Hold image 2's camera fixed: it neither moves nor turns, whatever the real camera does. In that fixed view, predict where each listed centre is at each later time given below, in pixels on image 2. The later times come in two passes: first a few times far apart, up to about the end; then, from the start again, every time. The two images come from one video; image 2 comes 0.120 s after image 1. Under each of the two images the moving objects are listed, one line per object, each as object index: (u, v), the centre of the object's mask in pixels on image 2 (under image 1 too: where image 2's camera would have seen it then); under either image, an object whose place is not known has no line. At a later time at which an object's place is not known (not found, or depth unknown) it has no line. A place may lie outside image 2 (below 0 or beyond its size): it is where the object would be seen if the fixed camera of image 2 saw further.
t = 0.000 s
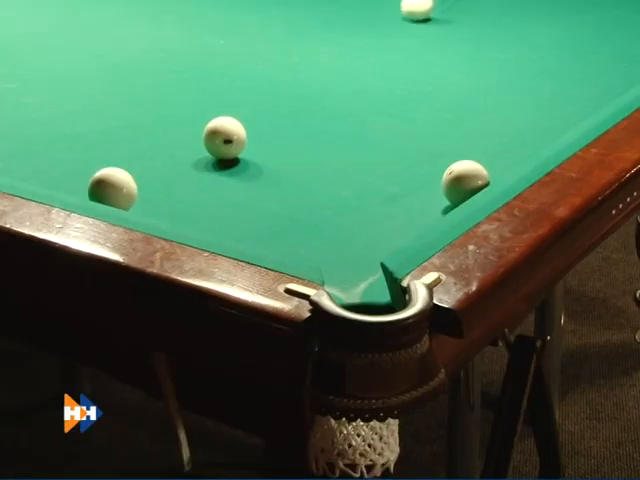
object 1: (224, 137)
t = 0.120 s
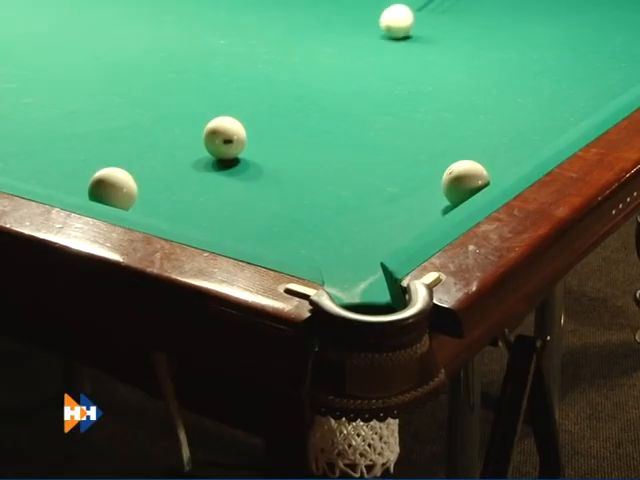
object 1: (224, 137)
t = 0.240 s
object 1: (224, 137)
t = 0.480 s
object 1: (224, 138)
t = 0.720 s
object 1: (221, 138)
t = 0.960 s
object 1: (125, 156)
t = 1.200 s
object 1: (35, 172)
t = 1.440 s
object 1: (58, 162)
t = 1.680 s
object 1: (77, 147)
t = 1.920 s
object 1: (93, 134)
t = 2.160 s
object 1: (108, 122)
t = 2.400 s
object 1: (122, 112)
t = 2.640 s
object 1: (134, 103)
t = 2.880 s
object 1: (145, 95)
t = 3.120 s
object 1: (155, 88)
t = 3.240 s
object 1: (160, 85)
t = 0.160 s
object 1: (224, 137)
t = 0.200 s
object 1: (224, 137)
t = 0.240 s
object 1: (224, 137)
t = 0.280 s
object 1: (224, 138)
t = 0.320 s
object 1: (224, 138)
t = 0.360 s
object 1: (224, 138)
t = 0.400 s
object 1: (224, 138)
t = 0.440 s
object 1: (224, 138)
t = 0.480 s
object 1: (224, 138)
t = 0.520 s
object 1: (224, 138)
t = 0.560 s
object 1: (224, 137)
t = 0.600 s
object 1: (224, 137)
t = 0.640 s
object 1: (224, 138)
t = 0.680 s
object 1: (224, 138)
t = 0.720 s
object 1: (221, 138)
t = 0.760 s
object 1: (202, 141)
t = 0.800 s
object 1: (184, 146)
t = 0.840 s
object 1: (169, 150)
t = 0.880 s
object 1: (154, 153)
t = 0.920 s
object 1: (139, 156)
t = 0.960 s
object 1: (125, 156)
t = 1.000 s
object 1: (107, 157)
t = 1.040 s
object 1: (90, 162)
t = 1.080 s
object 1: (76, 170)
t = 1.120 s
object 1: (61, 172)
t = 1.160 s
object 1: (47, 172)
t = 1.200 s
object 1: (35, 172)
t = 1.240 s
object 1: (40, 171)
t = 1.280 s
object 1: (44, 170)
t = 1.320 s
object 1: (47, 169)
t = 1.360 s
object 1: (51, 167)
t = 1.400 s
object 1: (54, 165)
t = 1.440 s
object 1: (58, 162)
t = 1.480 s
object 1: (61, 160)
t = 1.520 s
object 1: (64, 157)
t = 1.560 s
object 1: (68, 154)
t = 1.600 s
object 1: (71, 152)
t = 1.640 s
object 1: (74, 150)
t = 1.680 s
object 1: (77, 147)
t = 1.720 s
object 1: (80, 145)
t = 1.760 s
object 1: (83, 143)
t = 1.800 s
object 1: (85, 140)
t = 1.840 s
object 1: (88, 138)
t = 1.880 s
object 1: (90, 136)
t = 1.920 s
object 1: (93, 134)
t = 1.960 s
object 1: (96, 132)
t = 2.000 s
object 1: (98, 130)
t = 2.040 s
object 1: (101, 128)
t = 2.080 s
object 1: (103, 126)
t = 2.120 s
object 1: (106, 124)
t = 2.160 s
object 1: (108, 122)
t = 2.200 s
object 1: (110, 121)
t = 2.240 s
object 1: (113, 119)
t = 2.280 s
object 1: (115, 117)
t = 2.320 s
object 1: (117, 115)
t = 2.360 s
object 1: (119, 114)
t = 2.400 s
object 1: (122, 112)
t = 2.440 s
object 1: (124, 110)
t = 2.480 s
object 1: (126, 109)
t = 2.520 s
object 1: (128, 107)
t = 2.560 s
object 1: (130, 106)
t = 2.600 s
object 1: (132, 104)
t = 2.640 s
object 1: (134, 103)
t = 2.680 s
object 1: (136, 102)
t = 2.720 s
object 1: (138, 100)
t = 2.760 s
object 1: (139, 99)
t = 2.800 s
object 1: (141, 97)
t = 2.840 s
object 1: (143, 96)
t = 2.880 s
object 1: (145, 95)
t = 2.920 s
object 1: (147, 94)
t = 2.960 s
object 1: (148, 92)
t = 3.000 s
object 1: (150, 91)
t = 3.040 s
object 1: (152, 90)
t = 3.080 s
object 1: (153, 89)
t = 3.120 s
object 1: (155, 88)
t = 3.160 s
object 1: (156, 87)
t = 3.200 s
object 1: (158, 86)
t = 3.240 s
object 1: (160, 85)
